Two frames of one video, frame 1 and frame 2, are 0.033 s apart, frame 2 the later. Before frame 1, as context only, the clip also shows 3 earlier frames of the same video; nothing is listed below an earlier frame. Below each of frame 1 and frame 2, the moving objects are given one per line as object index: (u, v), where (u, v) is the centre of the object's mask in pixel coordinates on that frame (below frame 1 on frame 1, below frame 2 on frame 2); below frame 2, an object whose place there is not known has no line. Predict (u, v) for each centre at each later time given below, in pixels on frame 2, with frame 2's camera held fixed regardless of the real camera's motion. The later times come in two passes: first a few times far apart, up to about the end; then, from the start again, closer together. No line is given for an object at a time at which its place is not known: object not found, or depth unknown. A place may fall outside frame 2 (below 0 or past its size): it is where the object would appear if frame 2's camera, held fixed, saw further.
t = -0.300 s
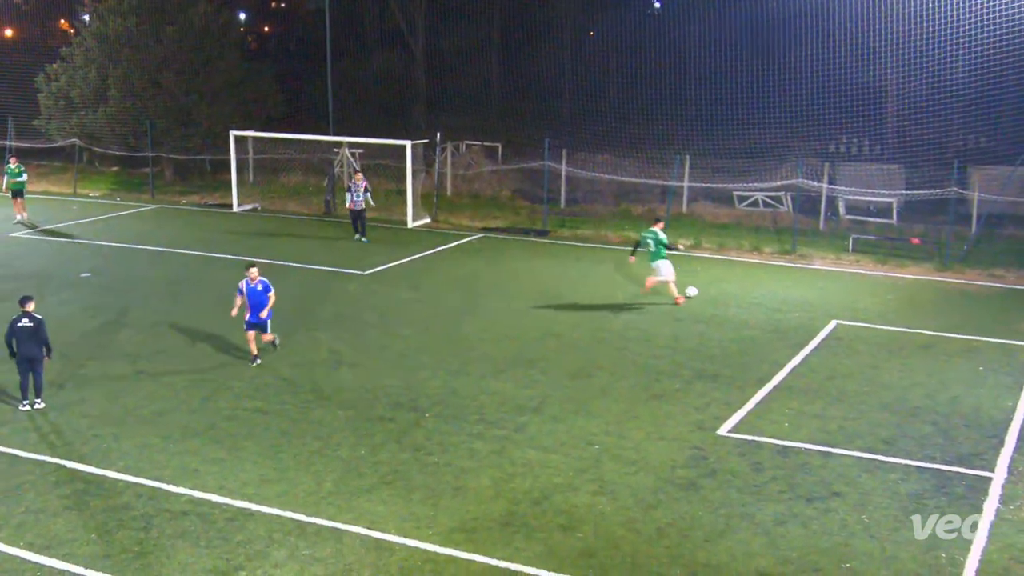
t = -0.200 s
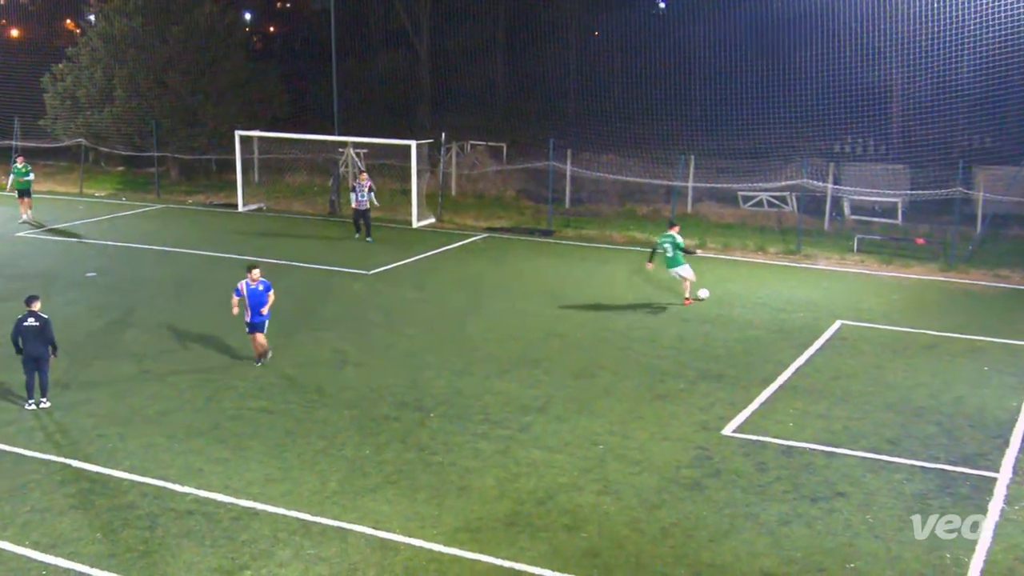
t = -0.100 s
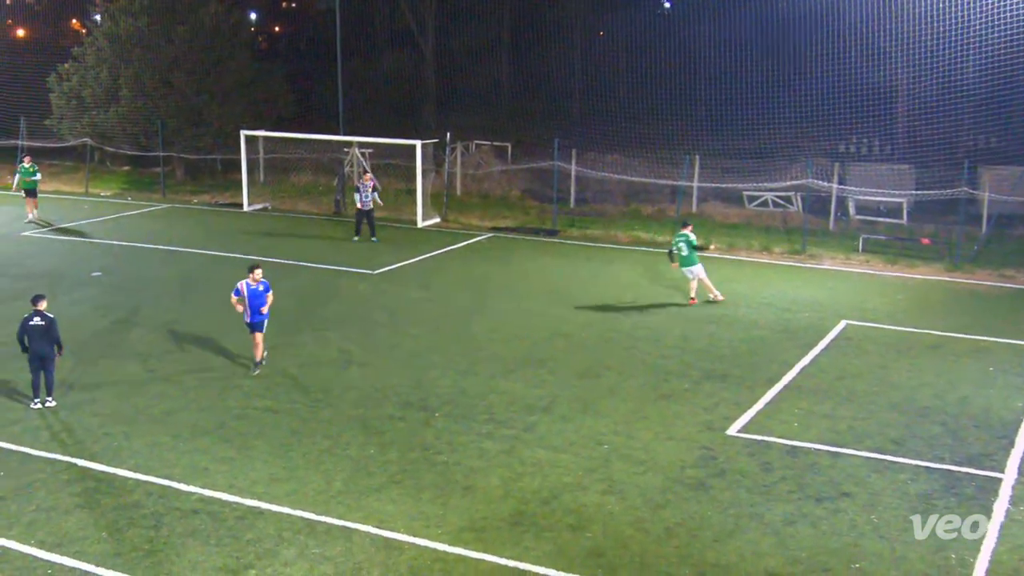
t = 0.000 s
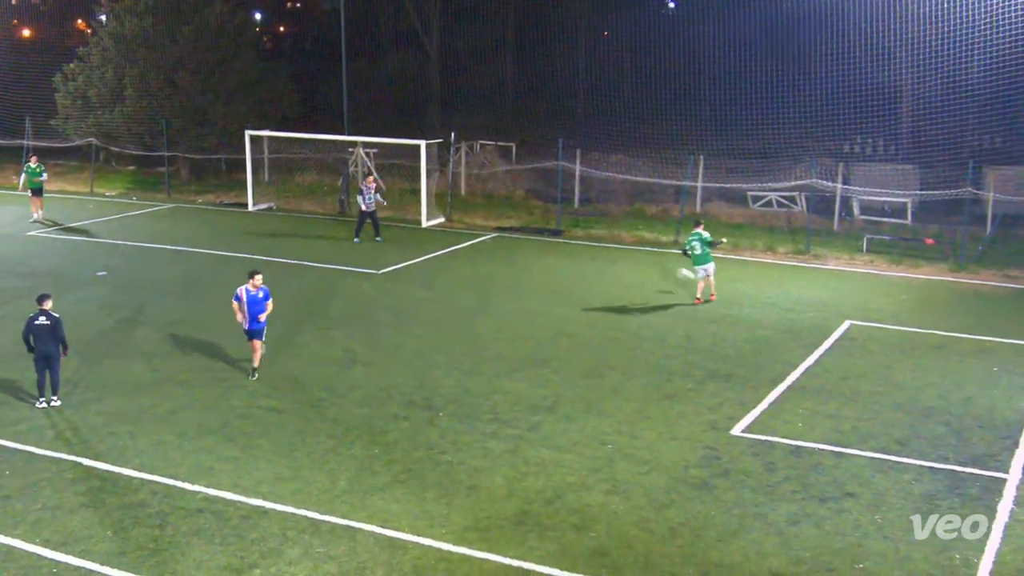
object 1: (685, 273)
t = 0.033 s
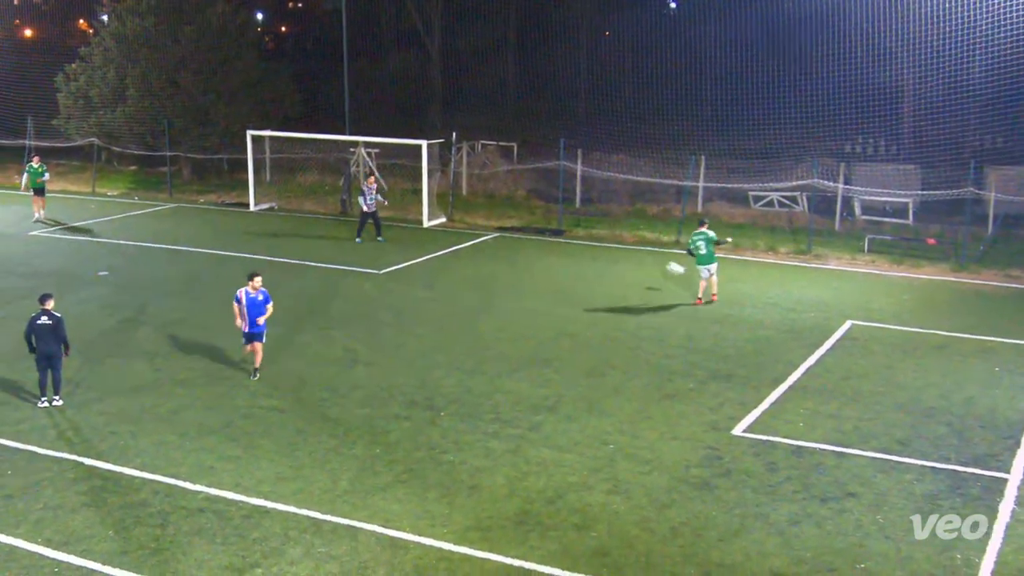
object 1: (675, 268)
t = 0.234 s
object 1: (610, 243)
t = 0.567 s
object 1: (517, 242)
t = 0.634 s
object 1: (501, 238)
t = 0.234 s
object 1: (610, 243)
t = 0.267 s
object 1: (600, 241)
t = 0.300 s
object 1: (590, 239)
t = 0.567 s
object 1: (517, 242)
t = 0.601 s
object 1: (509, 242)
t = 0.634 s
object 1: (501, 238)
